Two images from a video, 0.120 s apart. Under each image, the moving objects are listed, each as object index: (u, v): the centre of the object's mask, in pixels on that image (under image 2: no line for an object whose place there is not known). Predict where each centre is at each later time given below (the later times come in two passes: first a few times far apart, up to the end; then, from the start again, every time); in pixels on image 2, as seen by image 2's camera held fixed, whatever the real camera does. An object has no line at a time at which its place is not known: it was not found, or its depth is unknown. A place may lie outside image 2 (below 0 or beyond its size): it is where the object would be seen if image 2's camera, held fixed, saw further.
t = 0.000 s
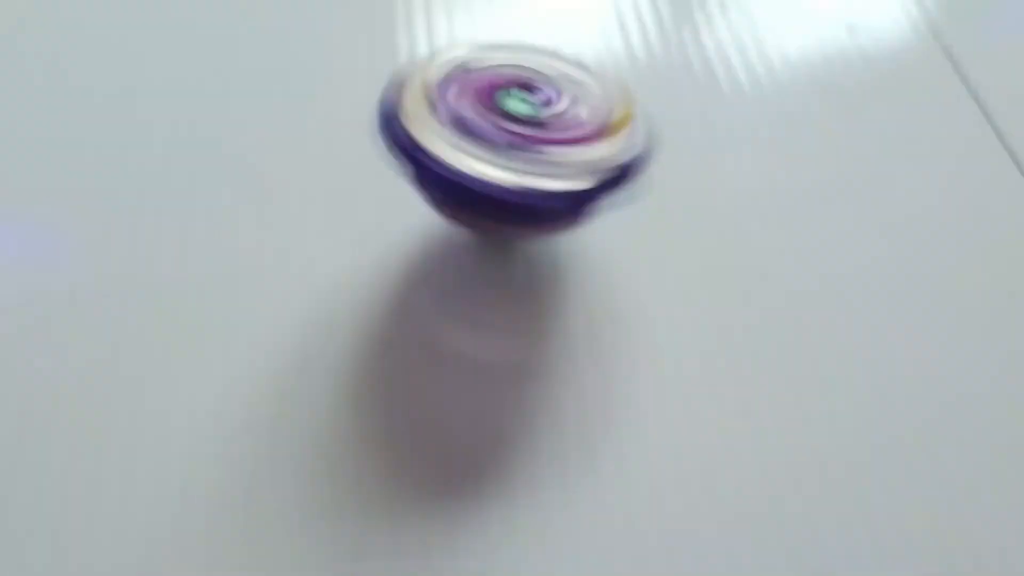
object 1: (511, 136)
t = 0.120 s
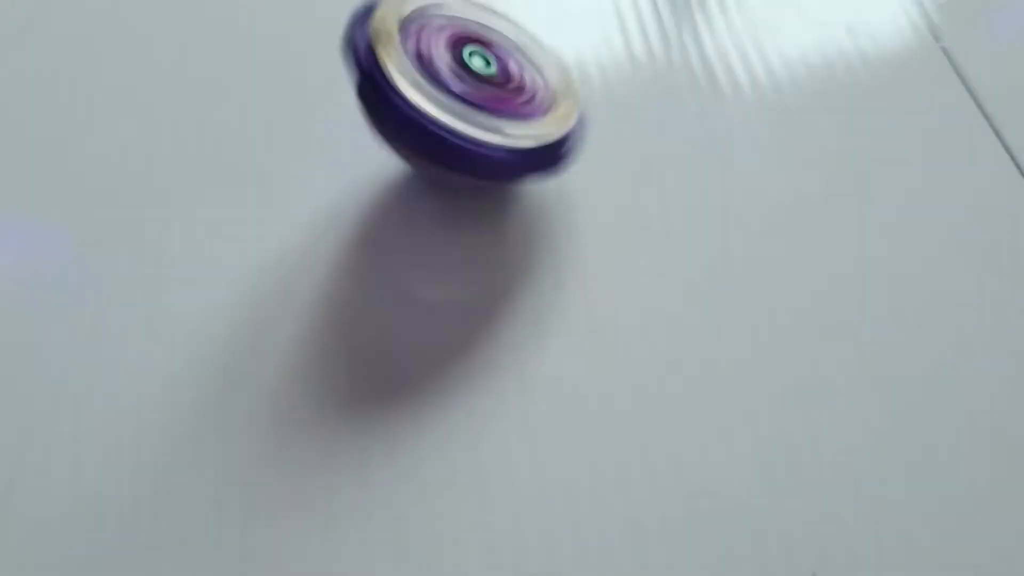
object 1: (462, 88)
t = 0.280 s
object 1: (478, 57)
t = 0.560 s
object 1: (593, 39)
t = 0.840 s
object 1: (621, 53)
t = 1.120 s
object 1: (577, 48)
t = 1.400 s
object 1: (615, 39)
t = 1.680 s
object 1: (633, 44)
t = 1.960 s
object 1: (621, 40)
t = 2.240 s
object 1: (650, 35)
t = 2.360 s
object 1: (648, 35)
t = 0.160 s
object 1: (460, 79)
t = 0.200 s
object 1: (463, 75)
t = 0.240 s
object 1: (469, 66)
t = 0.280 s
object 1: (478, 57)
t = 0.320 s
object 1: (492, 53)
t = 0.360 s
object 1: (507, 46)
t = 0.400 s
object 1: (527, 44)
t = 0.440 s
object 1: (545, 41)
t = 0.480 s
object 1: (561, 37)
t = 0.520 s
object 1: (576, 40)
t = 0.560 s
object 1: (593, 39)
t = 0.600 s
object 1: (604, 39)
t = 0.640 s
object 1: (614, 43)
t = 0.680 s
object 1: (618, 42)
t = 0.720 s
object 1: (624, 44)
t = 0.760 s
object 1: (630, 48)
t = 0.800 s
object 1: (630, 49)
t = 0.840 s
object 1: (621, 53)
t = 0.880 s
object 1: (615, 56)
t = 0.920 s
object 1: (609, 56)
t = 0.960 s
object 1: (600, 57)
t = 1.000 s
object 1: (592, 57)
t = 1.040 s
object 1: (584, 55)
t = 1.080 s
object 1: (579, 51)
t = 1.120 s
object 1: (577, 48)
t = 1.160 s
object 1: (582, 46)
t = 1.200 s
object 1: (585, 48)
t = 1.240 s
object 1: (582, 43)
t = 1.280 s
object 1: (592, 39)
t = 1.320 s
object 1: (597, 37)
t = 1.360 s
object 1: (610, 38)
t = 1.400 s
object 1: (615, 39)
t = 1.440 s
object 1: (619, 39)
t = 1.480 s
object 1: (625, 37)
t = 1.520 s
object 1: (630, 37)
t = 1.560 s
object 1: (639, 39)
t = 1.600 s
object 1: (641, 41)
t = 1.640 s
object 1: (638, 43)
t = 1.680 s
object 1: (633, 44)
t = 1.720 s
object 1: (632, 44)
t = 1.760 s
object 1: (632, 45)
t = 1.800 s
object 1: (630, 46)
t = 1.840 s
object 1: (624, 45)
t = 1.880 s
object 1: (619, 42)
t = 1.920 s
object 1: (620, 42)
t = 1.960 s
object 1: (621, 40)
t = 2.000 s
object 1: (626, 38)
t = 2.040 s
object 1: (626, 40)
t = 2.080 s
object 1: (628, 39)
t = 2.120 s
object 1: (630, 37)
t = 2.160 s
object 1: (633, 35)
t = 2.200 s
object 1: (642, 34)
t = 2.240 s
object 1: (650, 35)
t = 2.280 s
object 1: (651, 38)
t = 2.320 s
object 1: (648, 36)
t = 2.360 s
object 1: (648, 35)
